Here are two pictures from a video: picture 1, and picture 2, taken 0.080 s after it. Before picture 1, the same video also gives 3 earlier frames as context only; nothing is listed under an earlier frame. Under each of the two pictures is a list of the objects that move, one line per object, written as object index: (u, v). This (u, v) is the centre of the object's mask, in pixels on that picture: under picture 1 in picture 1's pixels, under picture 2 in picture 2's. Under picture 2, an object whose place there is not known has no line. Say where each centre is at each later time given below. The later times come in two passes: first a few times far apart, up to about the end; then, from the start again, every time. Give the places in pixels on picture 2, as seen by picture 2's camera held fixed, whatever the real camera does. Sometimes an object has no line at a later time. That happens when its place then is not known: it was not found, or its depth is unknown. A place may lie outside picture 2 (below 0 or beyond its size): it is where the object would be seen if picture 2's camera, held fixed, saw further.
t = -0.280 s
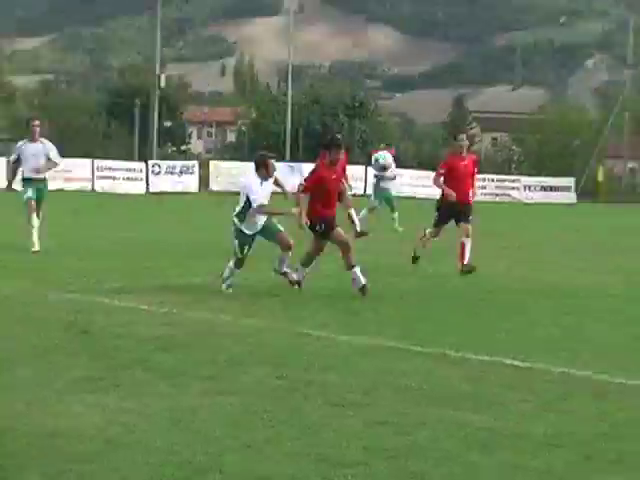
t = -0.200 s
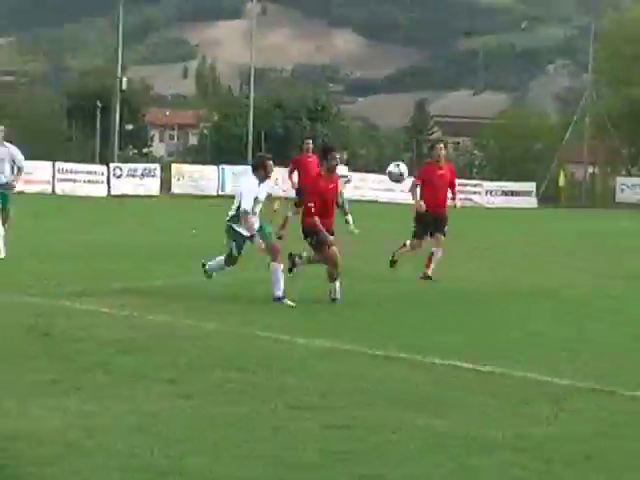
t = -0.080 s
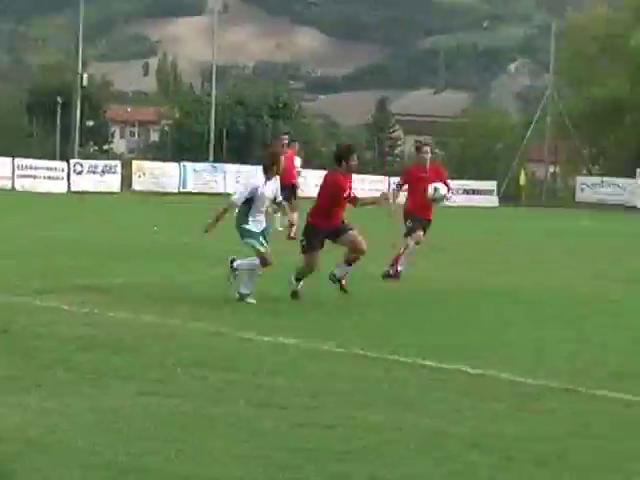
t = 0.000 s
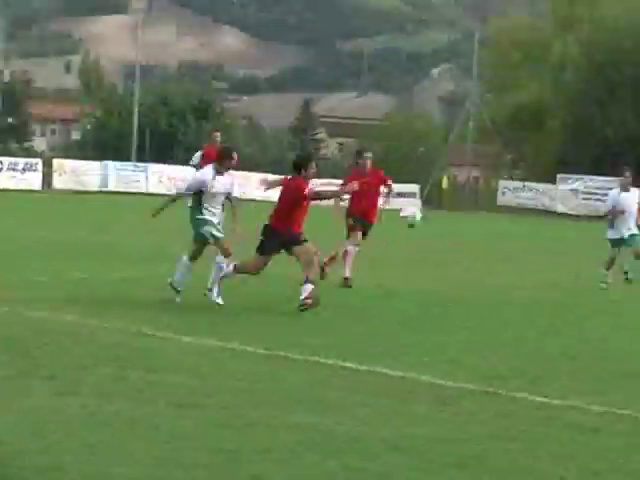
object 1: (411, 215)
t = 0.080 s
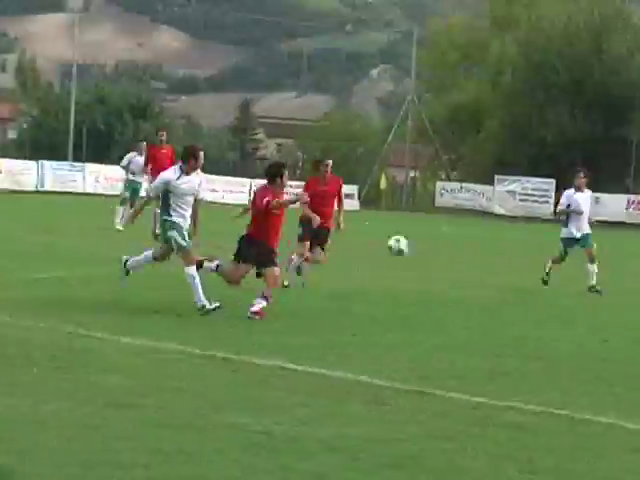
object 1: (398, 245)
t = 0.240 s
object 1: (484, 307)
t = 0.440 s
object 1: (555, 261)
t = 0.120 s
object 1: (419, 261)
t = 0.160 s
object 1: (443, 278)
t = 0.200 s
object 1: (465, 298)
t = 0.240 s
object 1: (484, 307)
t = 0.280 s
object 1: (499, 295)
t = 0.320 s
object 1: (514, 284)
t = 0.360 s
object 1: (527, 275)
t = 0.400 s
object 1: (541, 267)
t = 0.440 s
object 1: (555, 261)
